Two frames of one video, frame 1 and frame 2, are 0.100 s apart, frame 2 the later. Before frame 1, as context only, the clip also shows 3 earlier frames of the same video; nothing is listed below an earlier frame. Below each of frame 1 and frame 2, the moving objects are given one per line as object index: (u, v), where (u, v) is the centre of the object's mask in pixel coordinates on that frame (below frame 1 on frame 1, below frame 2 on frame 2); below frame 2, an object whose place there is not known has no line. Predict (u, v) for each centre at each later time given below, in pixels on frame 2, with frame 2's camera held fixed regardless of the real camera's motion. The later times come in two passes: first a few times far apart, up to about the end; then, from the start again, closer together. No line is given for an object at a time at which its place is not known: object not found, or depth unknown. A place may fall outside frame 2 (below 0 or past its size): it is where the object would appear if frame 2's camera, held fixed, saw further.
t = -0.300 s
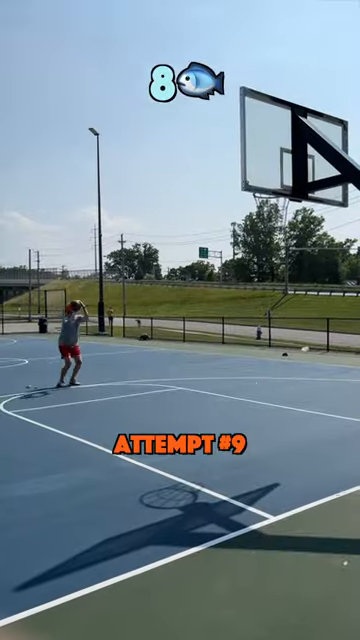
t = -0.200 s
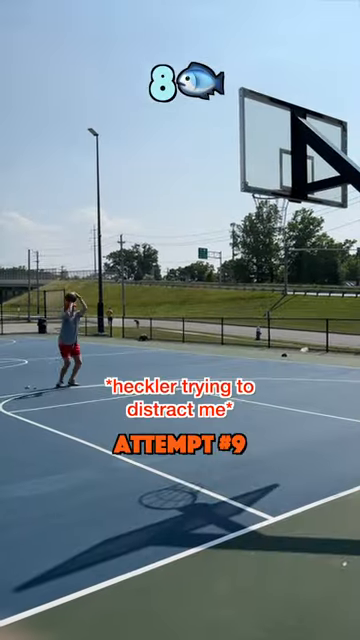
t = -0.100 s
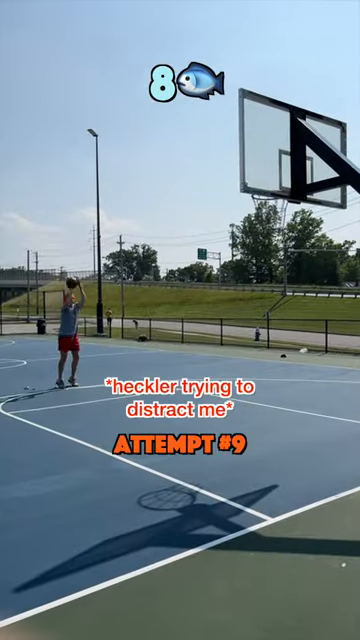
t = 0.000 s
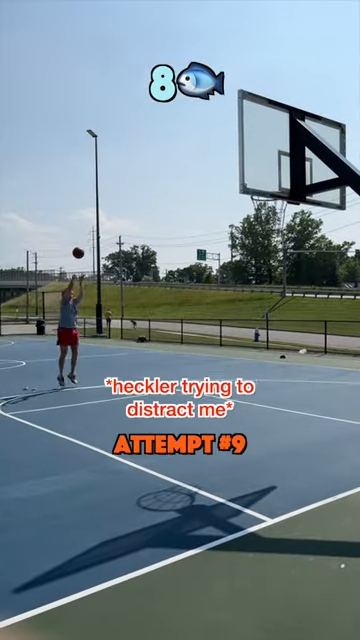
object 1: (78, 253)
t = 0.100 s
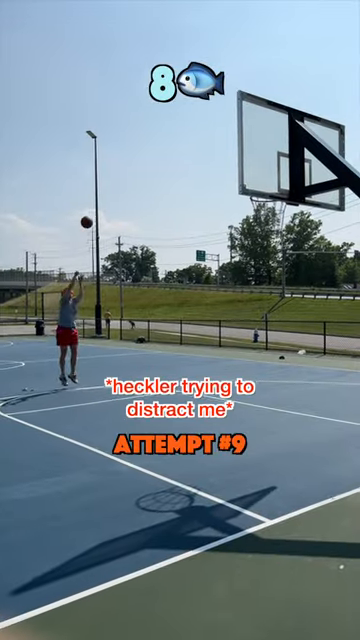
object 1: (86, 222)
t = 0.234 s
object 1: (99, 185)
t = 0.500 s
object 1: (130, 129)
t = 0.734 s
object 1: (163, 106)
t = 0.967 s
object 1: (202, 115)
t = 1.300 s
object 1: (270, 204)
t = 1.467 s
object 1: (280, 212)
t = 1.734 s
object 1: (276, 224)
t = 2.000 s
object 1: (259, 257)
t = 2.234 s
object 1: (246, 325)
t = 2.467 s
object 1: (236, 421)
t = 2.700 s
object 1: (228, 346)
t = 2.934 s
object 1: (222, 309)
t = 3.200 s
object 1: (215, 313)
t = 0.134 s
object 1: (89, 212)
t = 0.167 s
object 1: (93, 203)
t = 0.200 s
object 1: (96, 194)
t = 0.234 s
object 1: (99, 185)
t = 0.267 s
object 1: (103, 177)
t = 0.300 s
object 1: (107, 169)
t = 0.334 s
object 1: (110, 161)
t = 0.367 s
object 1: (114, 154)
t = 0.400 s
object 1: (118, 147)
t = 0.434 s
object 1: (122, 141)
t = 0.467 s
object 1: (126, 135)
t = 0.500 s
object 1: (130, 129)
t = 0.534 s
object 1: (135, 124)
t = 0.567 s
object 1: (139, 120)
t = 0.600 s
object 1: (143, 116)
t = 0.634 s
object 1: (148, 112)
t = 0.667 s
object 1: (153, 110)
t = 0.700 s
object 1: (158, 107)
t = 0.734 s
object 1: (163, 106)
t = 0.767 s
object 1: (168, 105)
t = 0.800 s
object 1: (173, 105)
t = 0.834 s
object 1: (179, 106)
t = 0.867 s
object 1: (184, 107)
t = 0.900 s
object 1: (190, 109)
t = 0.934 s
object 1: (196, 112)
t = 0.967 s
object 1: (202, 115)
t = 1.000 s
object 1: (208, 119)
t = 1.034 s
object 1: (214, 125)
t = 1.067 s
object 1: (221, 131)
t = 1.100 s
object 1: (227, 138)
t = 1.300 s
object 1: (270, 204)
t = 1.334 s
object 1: (277, 209)
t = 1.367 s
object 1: (279, 210)
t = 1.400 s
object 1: (280, 211)
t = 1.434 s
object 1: (280, 212)
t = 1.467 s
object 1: (280, 212)
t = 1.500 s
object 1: (280, 212)
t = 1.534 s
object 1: (280, 213)
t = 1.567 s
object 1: (279, 213)
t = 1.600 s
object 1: (279, 214)
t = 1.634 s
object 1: (279, 216)
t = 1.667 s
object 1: (278, 219)
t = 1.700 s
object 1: (277, 222)
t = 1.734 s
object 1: (276, 224)
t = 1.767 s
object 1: (274, 226)
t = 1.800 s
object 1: (272, 229)
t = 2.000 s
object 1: (259, 257)
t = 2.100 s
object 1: (254, 282)
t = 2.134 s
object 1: (252, 292)
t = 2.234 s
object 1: (246, 325)
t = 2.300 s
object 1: (243, 350)
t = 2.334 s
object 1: (242, 364)
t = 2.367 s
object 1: (240, 377)
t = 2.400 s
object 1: (239, 392)
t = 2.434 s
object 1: (237, 407)
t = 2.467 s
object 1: (236, 421)
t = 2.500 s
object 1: (235, 409)
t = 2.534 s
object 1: (234, 396)
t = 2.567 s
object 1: (233, 385)
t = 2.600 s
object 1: (231, 374)
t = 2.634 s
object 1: (230, 364)
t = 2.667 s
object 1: (229, 354)
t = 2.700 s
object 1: (228, 346)
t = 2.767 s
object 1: (227, 331)
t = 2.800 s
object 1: (226, 325)
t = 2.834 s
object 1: (225, 320)
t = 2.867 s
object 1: (224, 315)
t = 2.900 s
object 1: (223, 312)
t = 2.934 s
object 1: (222, 309)
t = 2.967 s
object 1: (222, 307)
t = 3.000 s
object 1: (220, 305)
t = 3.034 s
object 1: (220, 305)
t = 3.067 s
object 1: (219, 305)
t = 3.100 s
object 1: (218, 306)
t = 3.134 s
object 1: (217, 308)
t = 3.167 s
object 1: (216, 310)
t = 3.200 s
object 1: (215, 313)
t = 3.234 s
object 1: (214, 317)
